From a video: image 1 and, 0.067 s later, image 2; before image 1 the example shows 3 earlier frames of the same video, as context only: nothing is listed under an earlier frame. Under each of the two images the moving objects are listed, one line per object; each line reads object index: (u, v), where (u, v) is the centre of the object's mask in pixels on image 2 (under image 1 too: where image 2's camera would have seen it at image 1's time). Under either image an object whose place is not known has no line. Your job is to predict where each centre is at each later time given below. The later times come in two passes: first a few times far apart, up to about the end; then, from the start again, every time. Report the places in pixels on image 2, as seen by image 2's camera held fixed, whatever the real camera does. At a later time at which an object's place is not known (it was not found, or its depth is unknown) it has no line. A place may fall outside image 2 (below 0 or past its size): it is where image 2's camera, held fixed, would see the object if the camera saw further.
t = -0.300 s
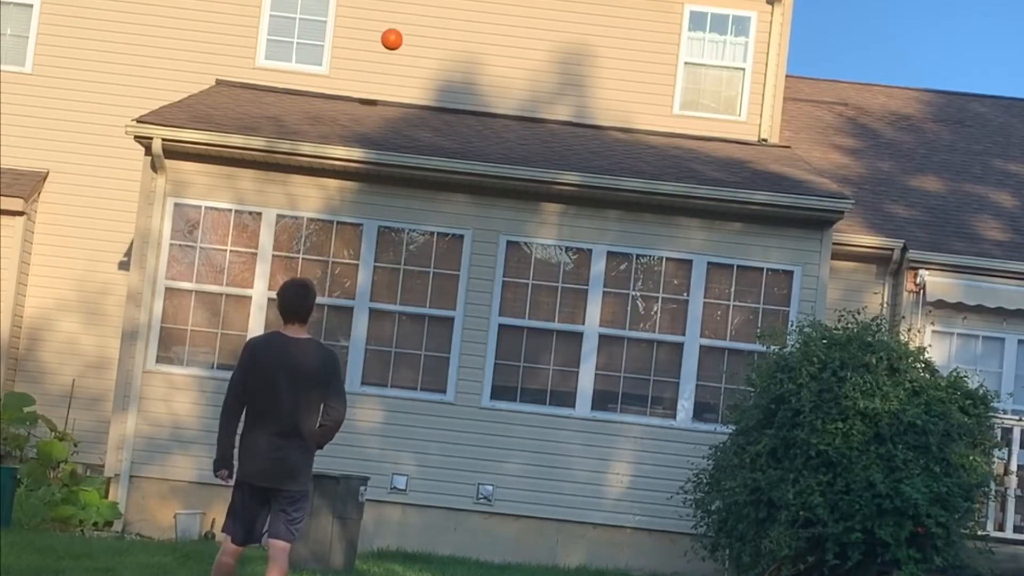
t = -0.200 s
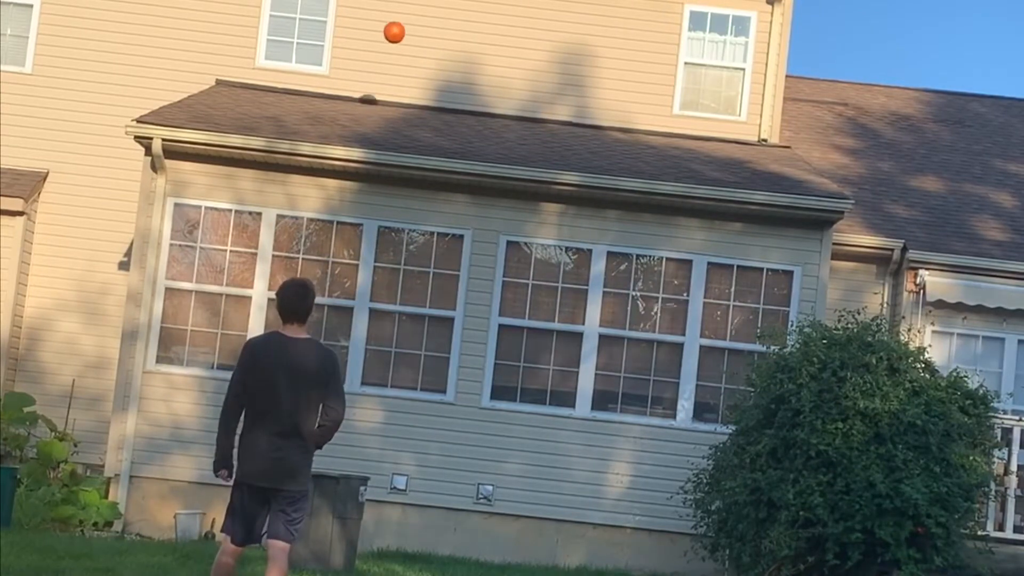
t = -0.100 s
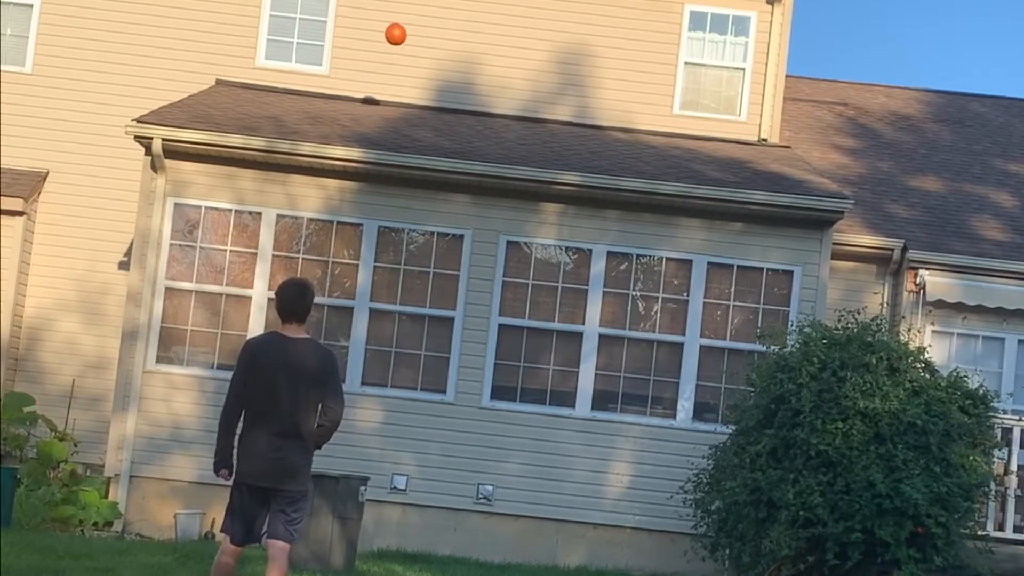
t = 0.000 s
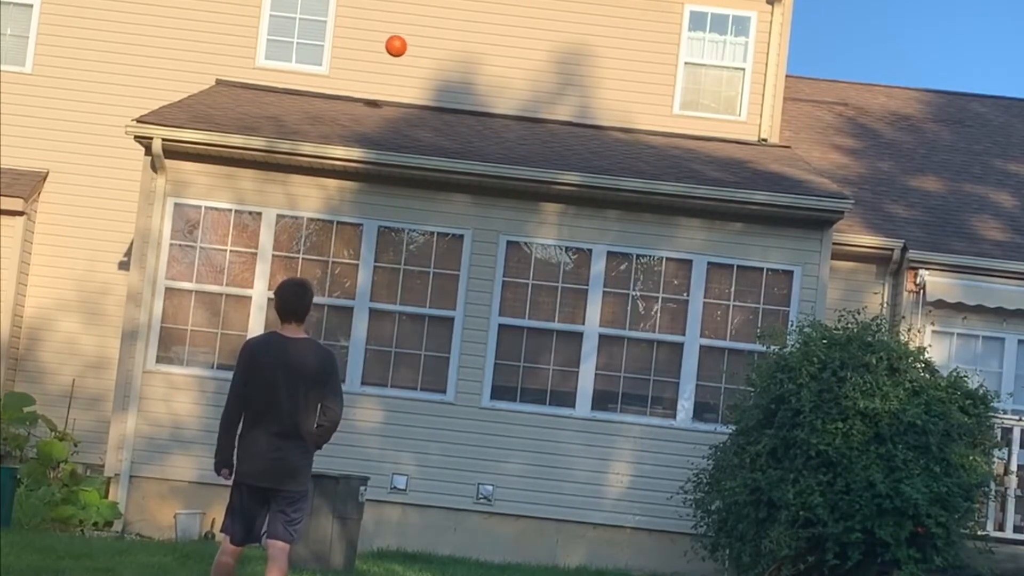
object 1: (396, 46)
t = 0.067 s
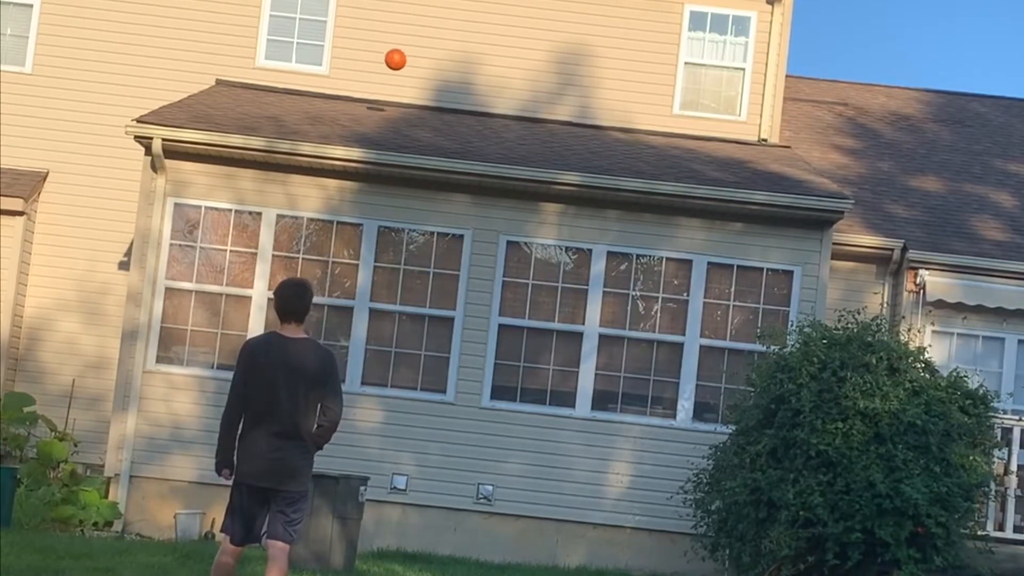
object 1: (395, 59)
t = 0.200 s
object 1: (393, 98)
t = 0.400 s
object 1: (394, 89)
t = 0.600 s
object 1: (393, 85)
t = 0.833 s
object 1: (388, 116)
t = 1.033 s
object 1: (386, 105)
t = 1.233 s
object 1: (380, 126)
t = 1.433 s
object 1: (375, 132)
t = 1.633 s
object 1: (366, 138)
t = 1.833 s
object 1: (354, 184)
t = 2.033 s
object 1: (336, 284)
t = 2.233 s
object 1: (310, 440)
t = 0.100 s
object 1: (395, 68)
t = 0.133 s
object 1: (394, 77)
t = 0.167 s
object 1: (394, 87)
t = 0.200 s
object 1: (393, 98)
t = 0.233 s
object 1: (392, 111)
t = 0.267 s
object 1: (392, 113)
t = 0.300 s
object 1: (393, 105)
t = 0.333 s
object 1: (393, 98)
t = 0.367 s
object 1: (394, 93)
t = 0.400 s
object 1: (394, 89)
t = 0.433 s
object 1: (394, 85)
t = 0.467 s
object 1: (394, 83)
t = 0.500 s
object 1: (394, 82)
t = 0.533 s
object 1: (394, 82)
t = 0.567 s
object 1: (394, 83)
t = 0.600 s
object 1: (393, 85)
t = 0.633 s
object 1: (393, 88)
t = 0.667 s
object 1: (392, 92)
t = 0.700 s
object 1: (391, 98)
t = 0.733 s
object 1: (390, 105)
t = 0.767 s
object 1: (389, 112)
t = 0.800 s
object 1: (387, 121)
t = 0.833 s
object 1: (388, 116)
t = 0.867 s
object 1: (388, 112)
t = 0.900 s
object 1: (388, 108)
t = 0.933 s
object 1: (387, 106)
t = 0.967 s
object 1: (387, 105)
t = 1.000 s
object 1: (387, 104)
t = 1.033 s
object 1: (386, 105)
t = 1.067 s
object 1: (385, 108)
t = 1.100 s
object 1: (385, 111)
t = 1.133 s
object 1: (383, 115)
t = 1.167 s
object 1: (382, 121)
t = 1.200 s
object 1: (381, 126)
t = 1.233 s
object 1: (380, 126)
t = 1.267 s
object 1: (380, 124)
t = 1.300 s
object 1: (379, 123)
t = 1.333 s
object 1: (379, 123)
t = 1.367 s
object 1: (377, 125)
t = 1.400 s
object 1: (376, 128)
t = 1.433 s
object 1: (375, 132)
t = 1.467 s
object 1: (374, 132)
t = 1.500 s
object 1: (373, 130)
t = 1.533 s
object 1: (372, 130)
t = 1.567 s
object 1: (370, 131)
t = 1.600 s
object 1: (369, 133)
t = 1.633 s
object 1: (366, 138)
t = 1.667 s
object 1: (365, 141)
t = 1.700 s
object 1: (364, 146)
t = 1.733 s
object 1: (361, 154)
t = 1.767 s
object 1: (359, 162)
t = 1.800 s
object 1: (357, 173)
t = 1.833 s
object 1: (354, 184)
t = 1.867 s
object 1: (352, 197)
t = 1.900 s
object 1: (349, 212)
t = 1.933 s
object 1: (346, 227)
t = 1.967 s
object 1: (343, 245)
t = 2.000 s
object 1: (340, 264)
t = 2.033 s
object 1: (336, 284)
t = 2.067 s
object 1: (331, 305)
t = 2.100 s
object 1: (328, 328)
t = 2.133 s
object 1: (324, 354)
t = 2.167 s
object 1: (320, 380)
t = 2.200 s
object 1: (315, 410)
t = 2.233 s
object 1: (310, 440)
